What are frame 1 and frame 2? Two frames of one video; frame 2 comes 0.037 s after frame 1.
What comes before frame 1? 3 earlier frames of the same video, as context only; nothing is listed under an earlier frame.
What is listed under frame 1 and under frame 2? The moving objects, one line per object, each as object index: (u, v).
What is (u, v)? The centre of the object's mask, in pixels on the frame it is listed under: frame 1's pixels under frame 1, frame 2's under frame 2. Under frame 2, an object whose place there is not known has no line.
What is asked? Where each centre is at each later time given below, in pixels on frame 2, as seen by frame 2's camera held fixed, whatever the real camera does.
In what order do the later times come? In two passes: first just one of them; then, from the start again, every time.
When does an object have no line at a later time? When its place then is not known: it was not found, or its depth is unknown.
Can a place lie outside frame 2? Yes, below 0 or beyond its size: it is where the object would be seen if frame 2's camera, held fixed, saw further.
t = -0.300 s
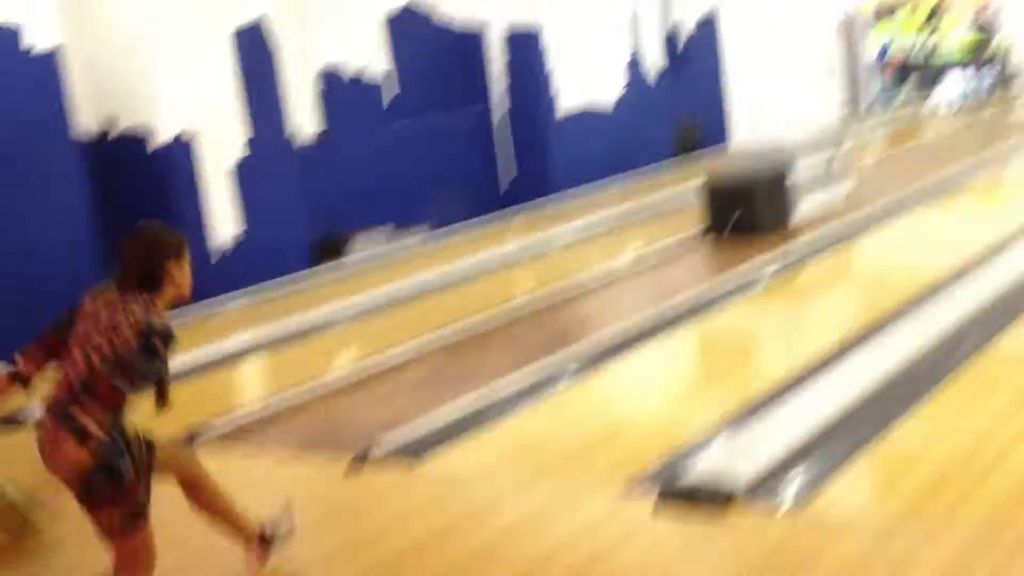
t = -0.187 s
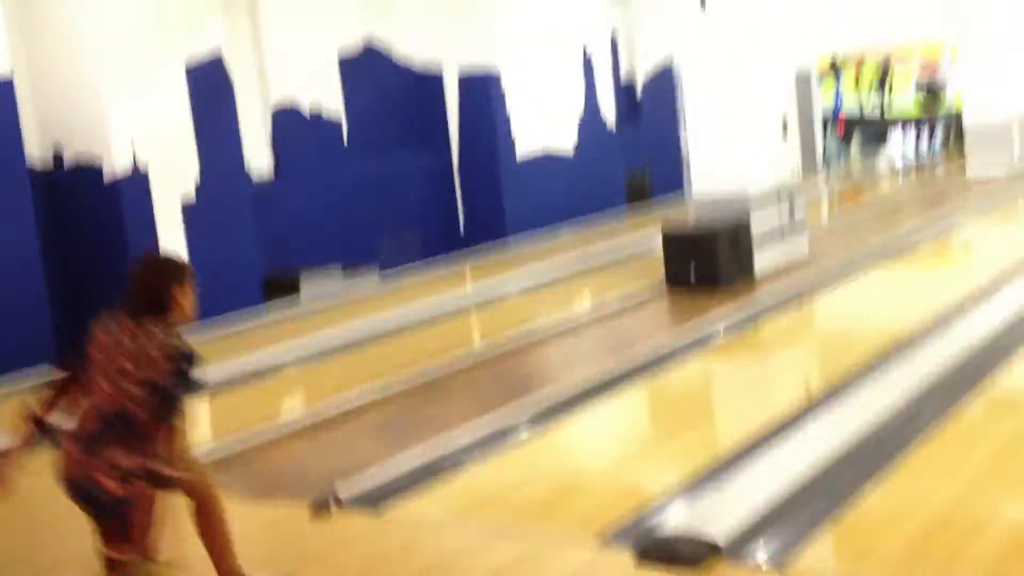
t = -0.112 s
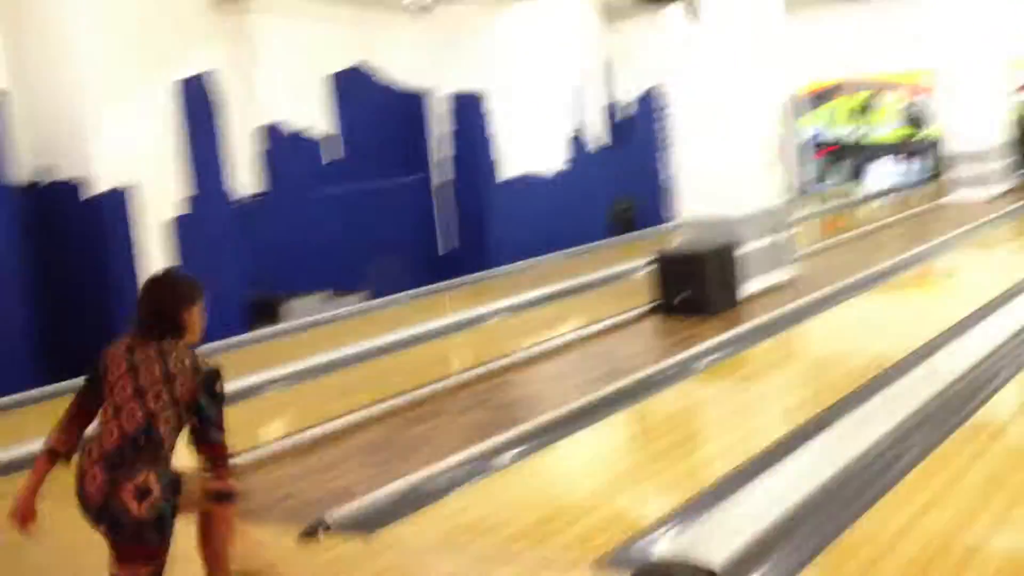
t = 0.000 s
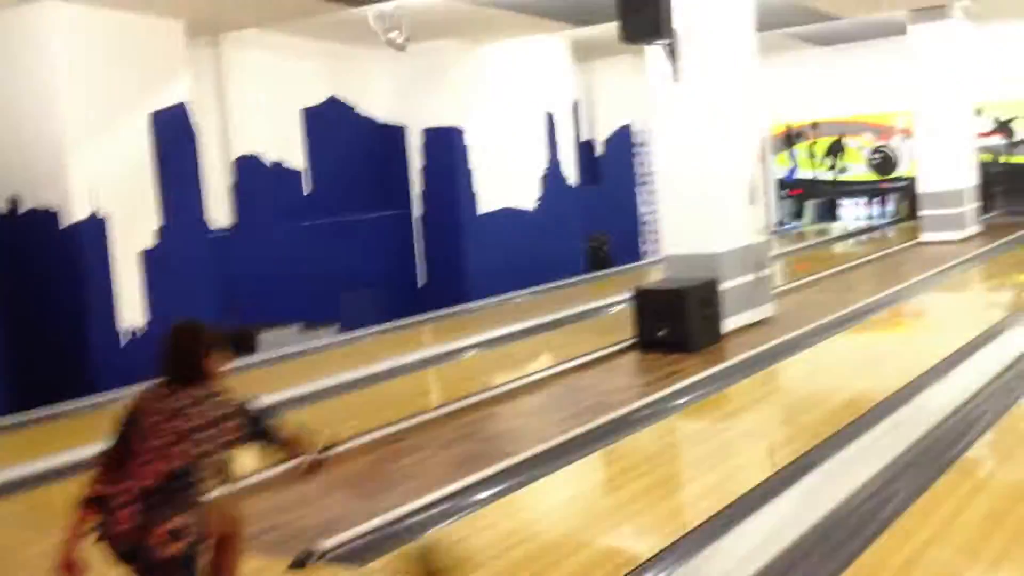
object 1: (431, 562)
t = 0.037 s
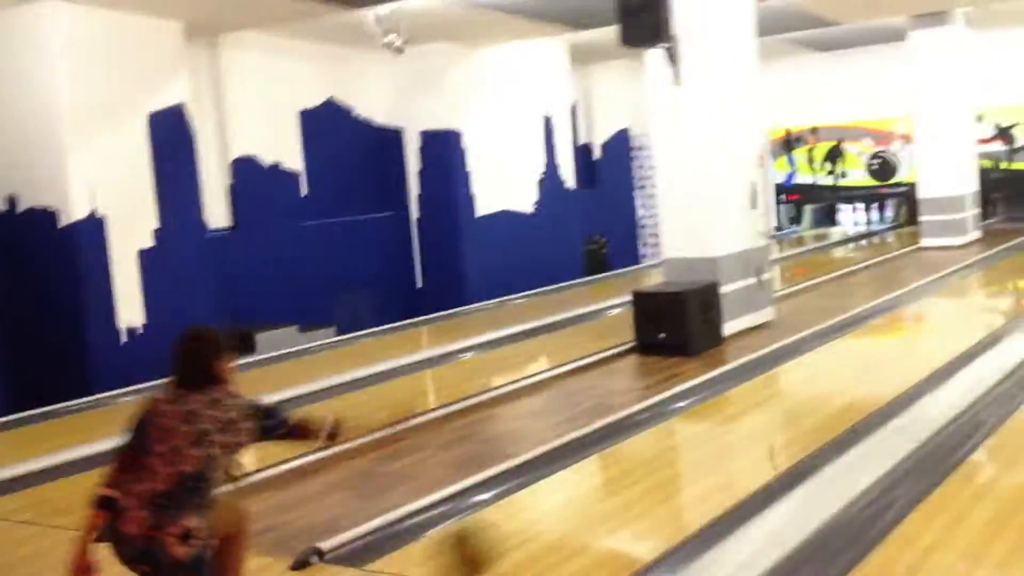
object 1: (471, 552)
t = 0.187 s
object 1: (592, 496)
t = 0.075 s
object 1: (506, 529)
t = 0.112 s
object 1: (535, 515)
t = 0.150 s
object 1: (564, 504)
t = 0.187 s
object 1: (592, 496)
